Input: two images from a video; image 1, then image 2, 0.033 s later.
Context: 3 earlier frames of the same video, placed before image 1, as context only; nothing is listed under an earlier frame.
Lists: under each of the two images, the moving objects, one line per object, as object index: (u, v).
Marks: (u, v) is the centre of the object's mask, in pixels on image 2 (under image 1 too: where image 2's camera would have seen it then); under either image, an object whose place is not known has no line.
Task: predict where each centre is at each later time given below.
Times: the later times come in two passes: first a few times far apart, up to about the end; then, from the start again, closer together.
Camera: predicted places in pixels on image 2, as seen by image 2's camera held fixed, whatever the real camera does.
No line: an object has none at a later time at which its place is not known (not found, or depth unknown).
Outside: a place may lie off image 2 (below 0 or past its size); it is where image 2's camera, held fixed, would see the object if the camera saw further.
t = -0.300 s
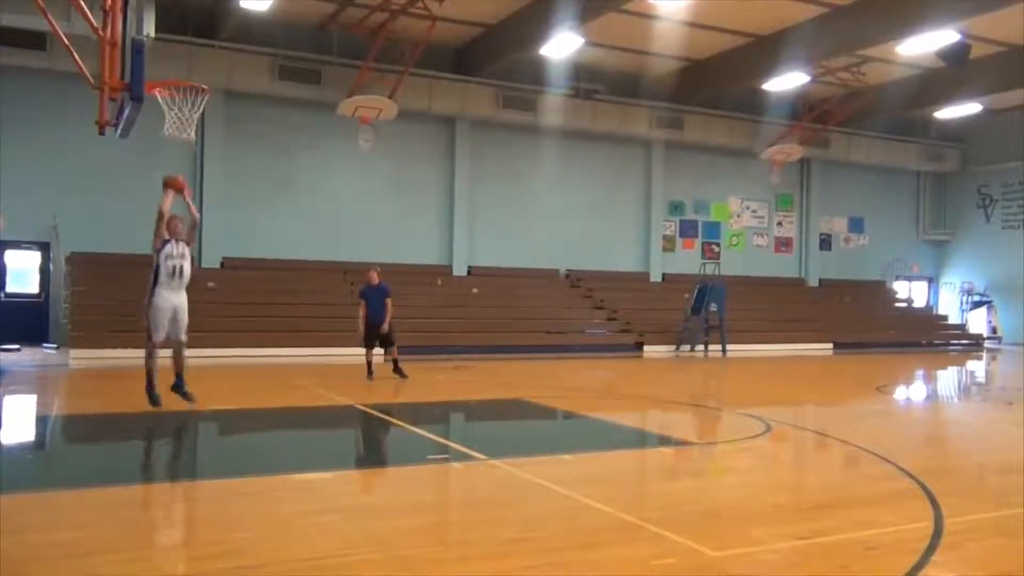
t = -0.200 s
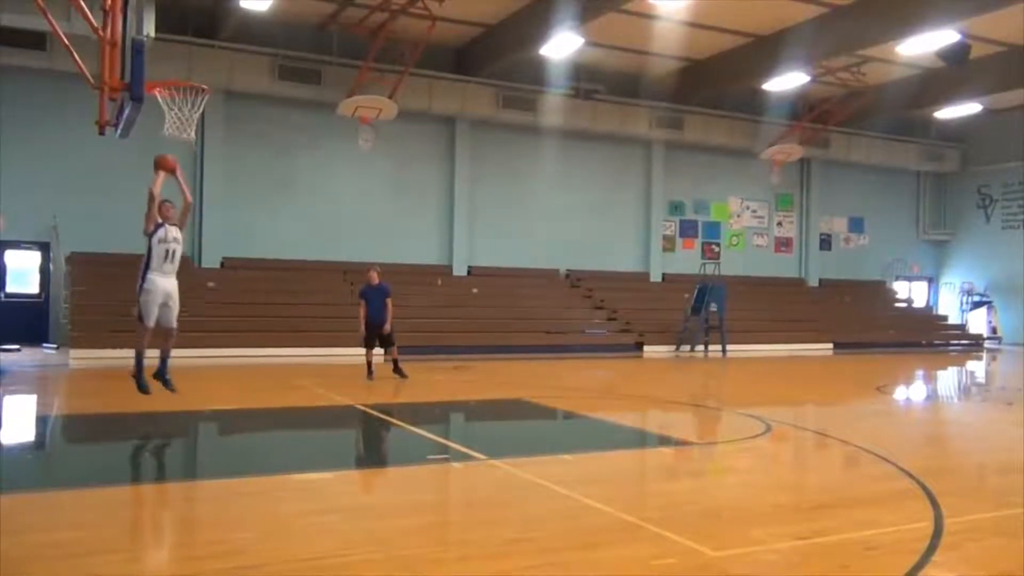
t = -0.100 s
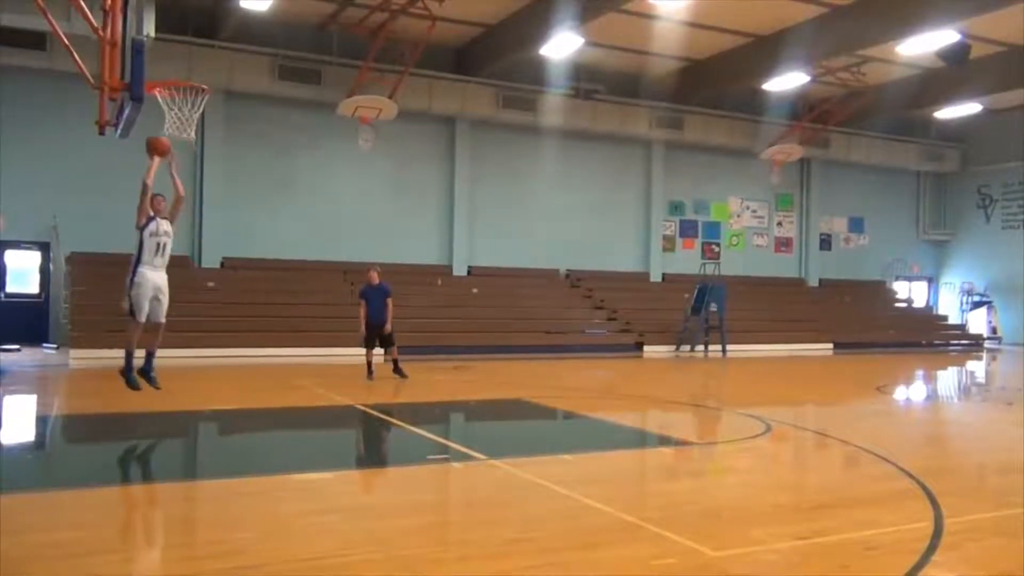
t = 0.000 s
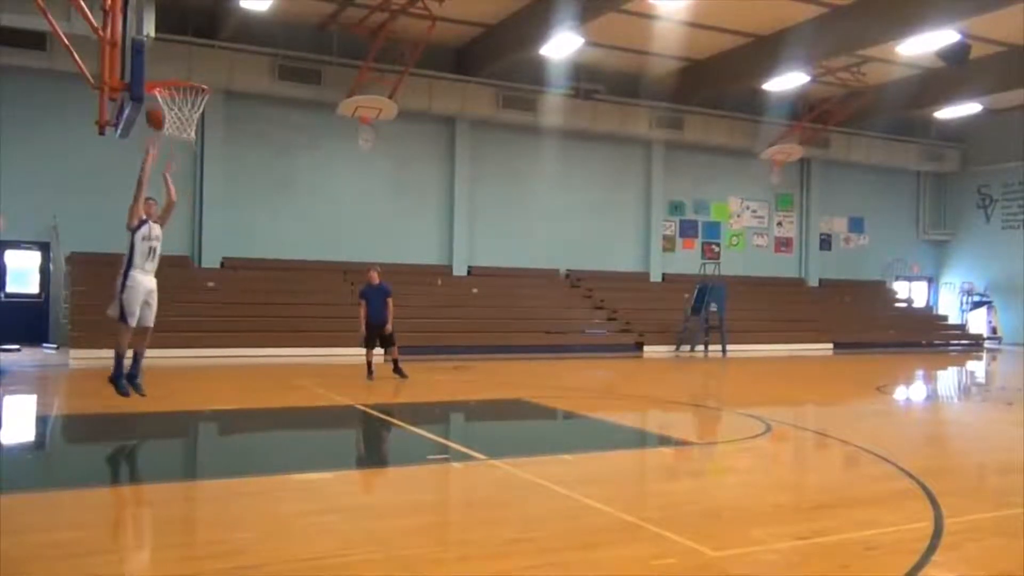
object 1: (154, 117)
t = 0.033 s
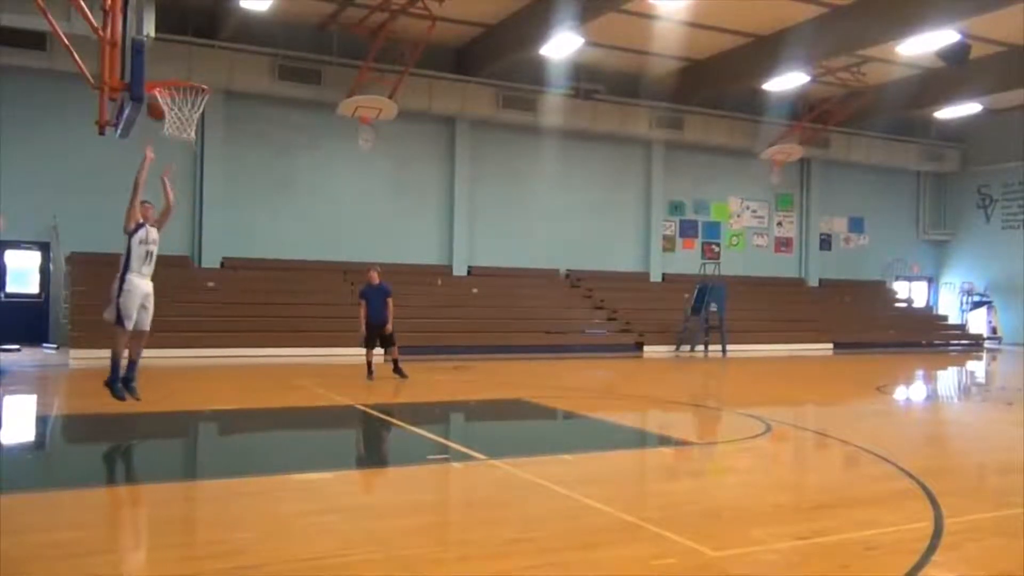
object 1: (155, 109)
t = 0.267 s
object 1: (172, 70)
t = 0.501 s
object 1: (184, 94)
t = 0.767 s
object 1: (212, 176)
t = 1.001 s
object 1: (236, 301)
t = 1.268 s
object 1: (252, 359)
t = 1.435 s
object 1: (258, 287)
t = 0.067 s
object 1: (154, 103)
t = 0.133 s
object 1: (167, 80)
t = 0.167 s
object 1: (165, 76)
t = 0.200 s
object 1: (166, 75)
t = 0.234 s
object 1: (174, 72)
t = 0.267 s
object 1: (172, 70)
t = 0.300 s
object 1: (173, 70)
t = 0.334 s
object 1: (174, 71)
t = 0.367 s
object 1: (172, 72)
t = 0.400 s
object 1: (175, 74)
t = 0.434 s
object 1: (179, 76)
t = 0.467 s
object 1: (175, 85)
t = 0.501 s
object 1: (184, 94)
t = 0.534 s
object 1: (185, 103)
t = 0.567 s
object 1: (190, 114)
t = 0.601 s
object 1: (195, 124)
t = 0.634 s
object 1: (199, 131)
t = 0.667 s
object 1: (202, 140)
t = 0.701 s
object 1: (206, 151)
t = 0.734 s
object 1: (209, 164)
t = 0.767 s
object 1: (212, 176)
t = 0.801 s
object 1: (216, 191)
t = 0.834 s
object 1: (219, 207)
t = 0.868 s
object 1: (223, 225)
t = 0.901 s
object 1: (225, 243)
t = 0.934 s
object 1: (229, 262)
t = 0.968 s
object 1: (234, 281)
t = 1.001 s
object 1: (236, 301)
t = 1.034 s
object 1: (240, 324)
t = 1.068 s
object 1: (242, 349)
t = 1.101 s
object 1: (243, 376)
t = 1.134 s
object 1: (246, 400)
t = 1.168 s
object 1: (250, 418)
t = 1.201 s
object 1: (250, 397)
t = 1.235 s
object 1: (250, 378)
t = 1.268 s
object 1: (252, 359)
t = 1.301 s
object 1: (254, 342)
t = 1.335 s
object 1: (256, 326)
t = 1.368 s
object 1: (256, 312)
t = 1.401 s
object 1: (258, 299)
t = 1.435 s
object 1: (258, 287)
